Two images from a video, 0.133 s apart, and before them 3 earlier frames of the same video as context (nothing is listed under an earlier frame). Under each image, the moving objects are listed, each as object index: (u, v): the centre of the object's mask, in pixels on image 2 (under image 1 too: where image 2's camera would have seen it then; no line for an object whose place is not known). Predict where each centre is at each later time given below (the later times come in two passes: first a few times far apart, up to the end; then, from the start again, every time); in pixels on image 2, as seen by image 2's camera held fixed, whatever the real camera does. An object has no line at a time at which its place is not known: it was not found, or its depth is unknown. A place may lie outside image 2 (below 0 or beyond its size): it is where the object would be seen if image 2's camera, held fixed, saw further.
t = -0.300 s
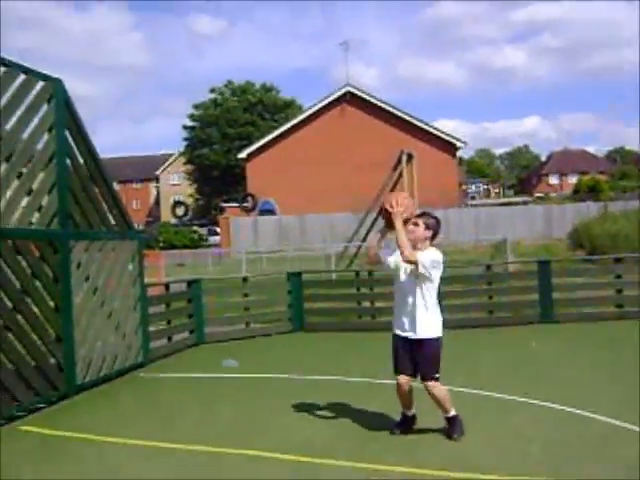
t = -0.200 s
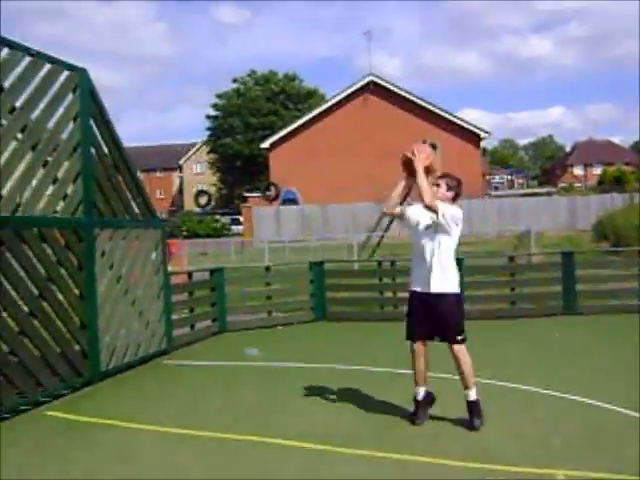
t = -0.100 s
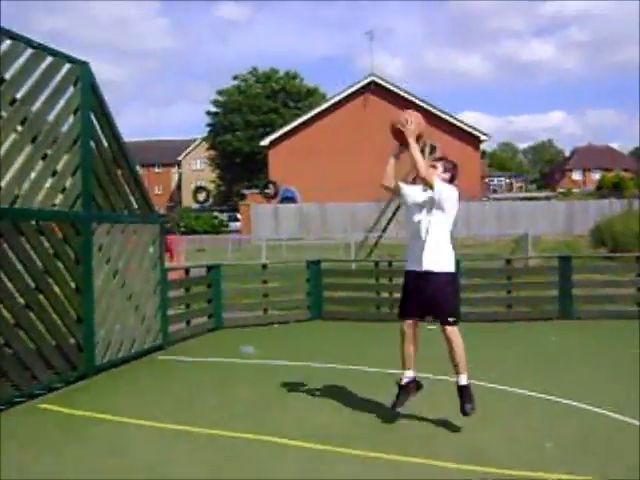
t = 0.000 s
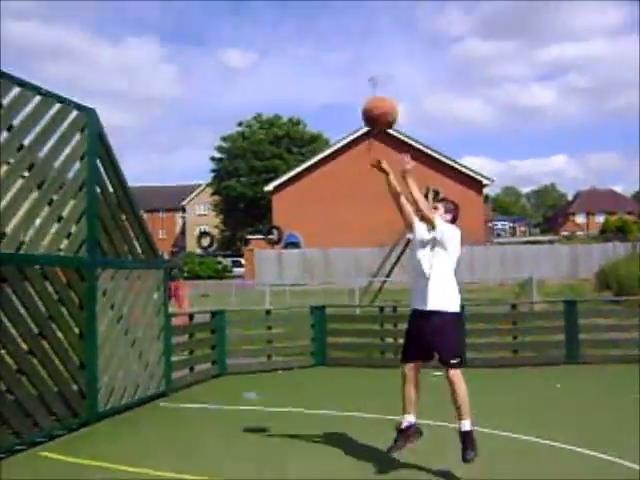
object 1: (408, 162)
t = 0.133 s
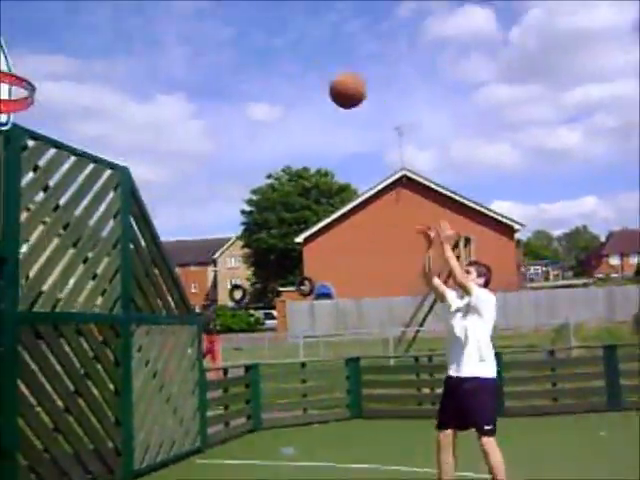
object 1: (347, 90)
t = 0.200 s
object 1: (315, 62)
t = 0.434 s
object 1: (196, 7)
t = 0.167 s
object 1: (331, 75)
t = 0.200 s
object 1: (315, 62)
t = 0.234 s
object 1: (299, 49)
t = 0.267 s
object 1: (282, 38)
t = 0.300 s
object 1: (265, 29)
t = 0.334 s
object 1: (248, 21)
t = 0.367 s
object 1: (231, 15)
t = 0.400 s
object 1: (213, 10)
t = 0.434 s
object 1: (196, 7)
